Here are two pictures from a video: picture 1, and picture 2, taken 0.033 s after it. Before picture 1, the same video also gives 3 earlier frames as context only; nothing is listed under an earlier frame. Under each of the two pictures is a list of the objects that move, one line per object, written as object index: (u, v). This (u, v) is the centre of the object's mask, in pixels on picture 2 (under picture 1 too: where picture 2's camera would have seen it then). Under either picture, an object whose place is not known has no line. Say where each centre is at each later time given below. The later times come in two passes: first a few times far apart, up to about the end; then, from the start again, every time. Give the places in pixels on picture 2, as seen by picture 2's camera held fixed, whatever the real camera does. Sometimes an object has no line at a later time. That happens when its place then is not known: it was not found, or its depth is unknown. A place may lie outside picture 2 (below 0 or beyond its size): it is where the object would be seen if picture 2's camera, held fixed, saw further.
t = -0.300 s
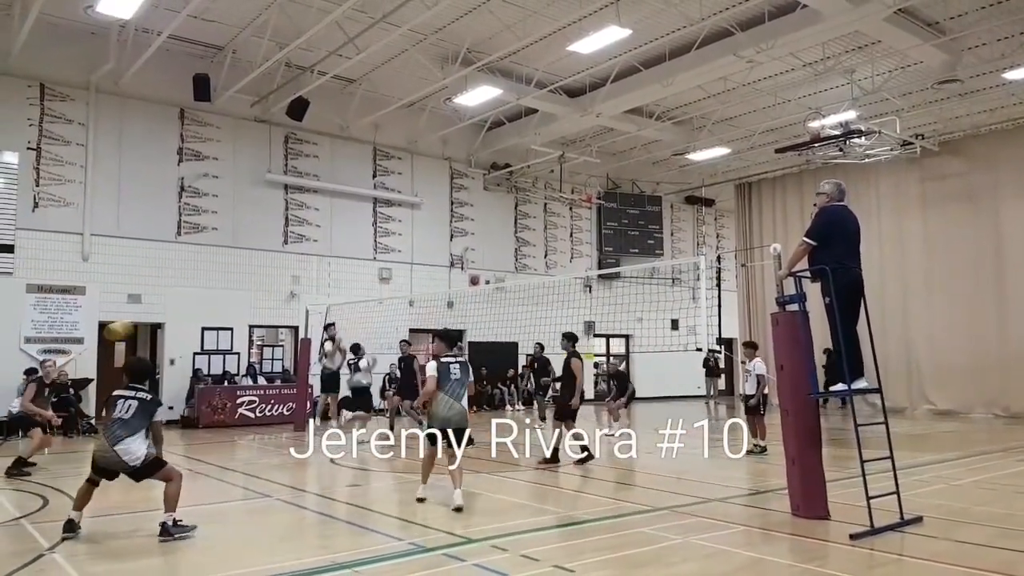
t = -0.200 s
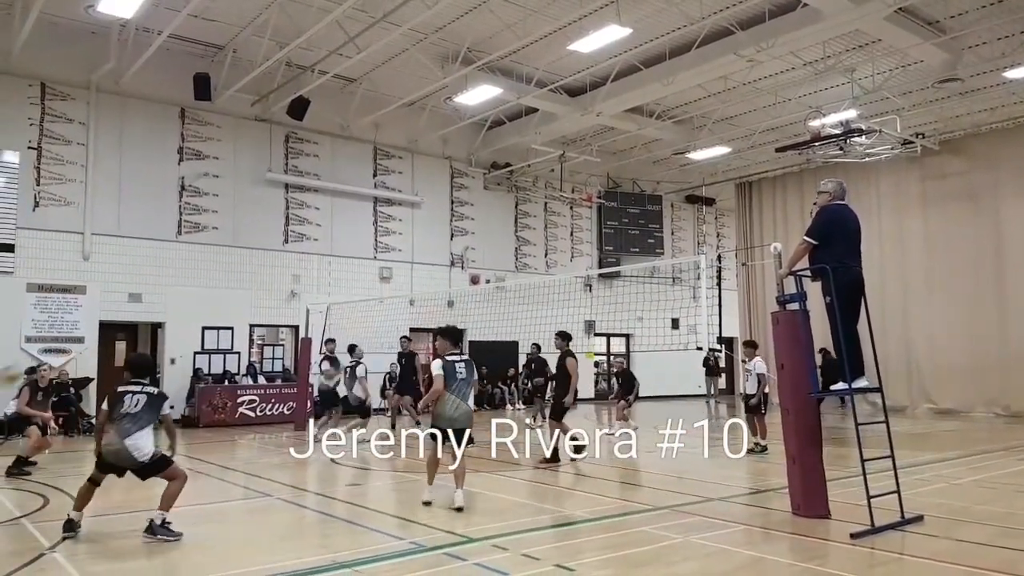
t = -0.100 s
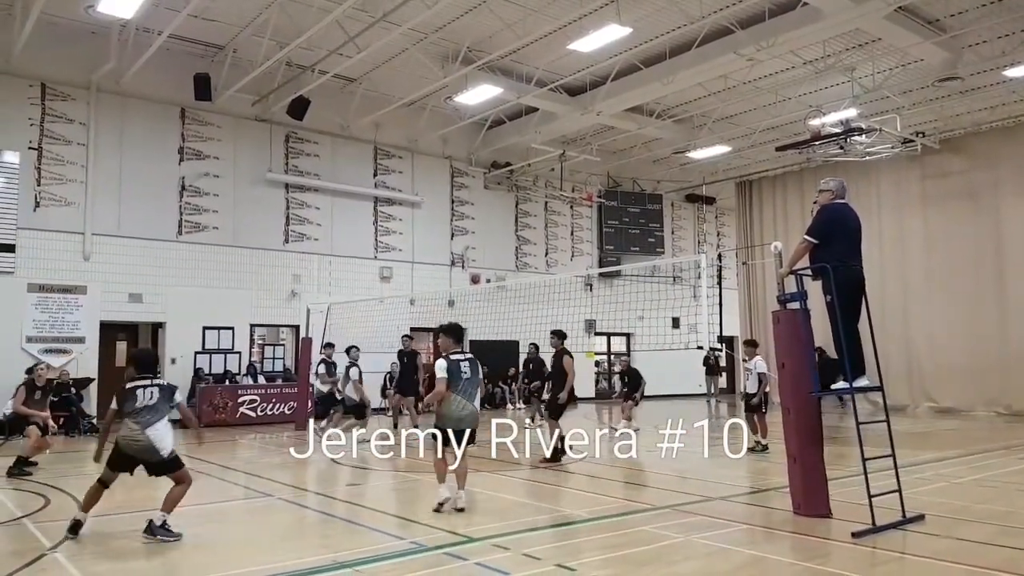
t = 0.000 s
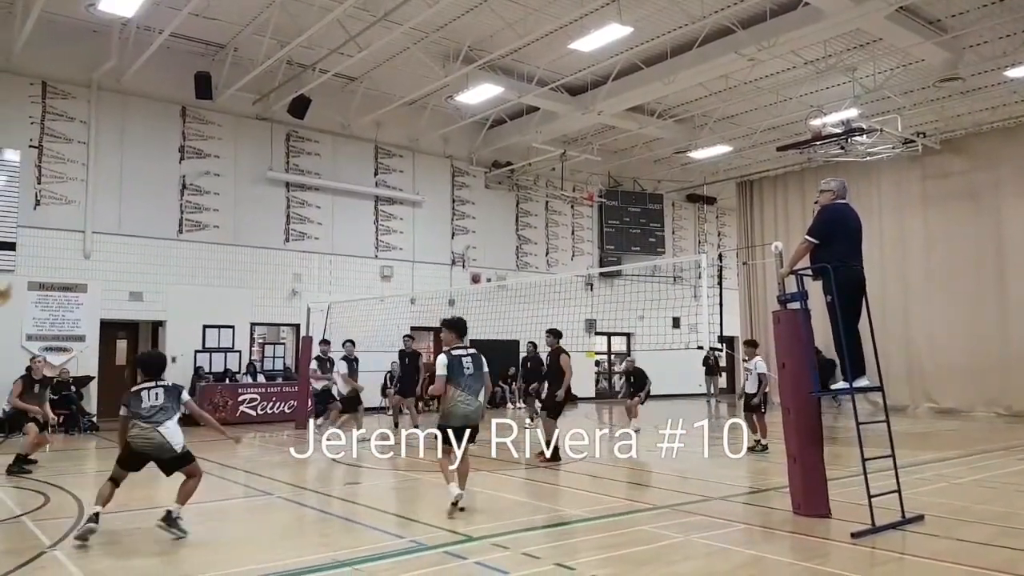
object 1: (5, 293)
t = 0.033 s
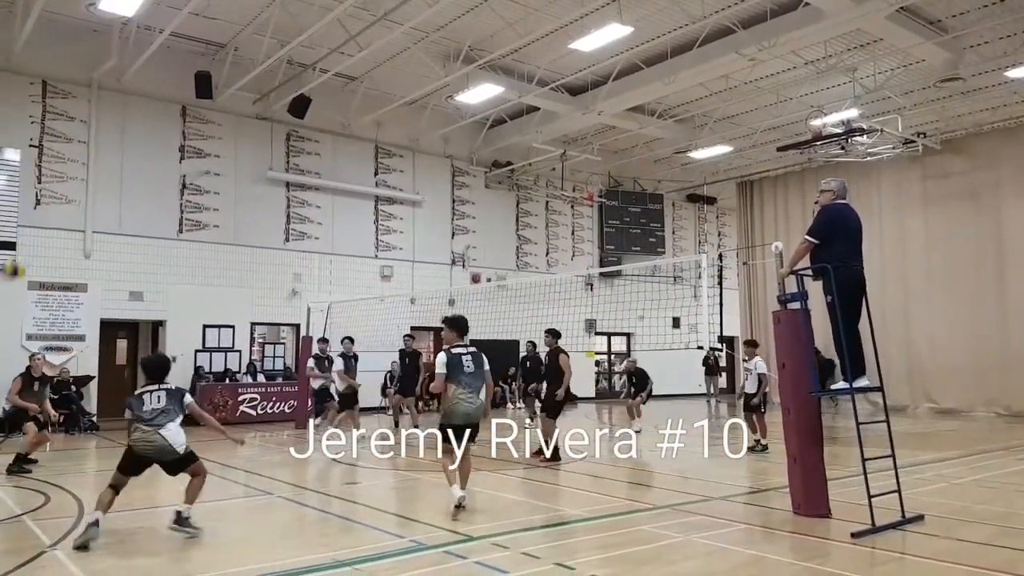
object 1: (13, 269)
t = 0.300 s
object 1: (110, 131)
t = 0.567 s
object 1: (193, 68)
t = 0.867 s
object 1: (276, 77)
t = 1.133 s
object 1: (346, 151)
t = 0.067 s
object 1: (27, 247)
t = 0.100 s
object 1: (39, 228)
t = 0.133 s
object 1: (52, 207)
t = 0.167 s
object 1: (64, 191)
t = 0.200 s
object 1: (76, 172)
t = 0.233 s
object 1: (87, 158)
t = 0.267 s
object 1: (99, 143)
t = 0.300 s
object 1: (110, 131)
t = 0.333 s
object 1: (120, 118)
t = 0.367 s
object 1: (132, 108)
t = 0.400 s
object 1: (142, 99)
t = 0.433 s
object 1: (153, 91)
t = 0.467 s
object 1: (162, 84)
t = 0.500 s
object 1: (173, 77)
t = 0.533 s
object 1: (183, 72)
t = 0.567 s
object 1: (193, 68)
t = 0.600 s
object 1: (202, 66)
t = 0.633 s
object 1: (211, 63)
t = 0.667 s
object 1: (220, 63)
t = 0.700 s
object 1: (230, 62)
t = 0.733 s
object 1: (238, 61)
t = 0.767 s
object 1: (247, 65)
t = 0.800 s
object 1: (258, 68)
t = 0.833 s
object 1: (266, 71)
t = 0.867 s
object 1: (276, 77)
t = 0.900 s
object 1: (284, 83)
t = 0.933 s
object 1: (294, 90)
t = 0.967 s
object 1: (302, 98)
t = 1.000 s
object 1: (310, 107)
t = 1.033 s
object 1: (319, 116)
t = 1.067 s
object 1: (329, 127)
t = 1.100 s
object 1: (337, 138)
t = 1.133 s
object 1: (346, 151)
